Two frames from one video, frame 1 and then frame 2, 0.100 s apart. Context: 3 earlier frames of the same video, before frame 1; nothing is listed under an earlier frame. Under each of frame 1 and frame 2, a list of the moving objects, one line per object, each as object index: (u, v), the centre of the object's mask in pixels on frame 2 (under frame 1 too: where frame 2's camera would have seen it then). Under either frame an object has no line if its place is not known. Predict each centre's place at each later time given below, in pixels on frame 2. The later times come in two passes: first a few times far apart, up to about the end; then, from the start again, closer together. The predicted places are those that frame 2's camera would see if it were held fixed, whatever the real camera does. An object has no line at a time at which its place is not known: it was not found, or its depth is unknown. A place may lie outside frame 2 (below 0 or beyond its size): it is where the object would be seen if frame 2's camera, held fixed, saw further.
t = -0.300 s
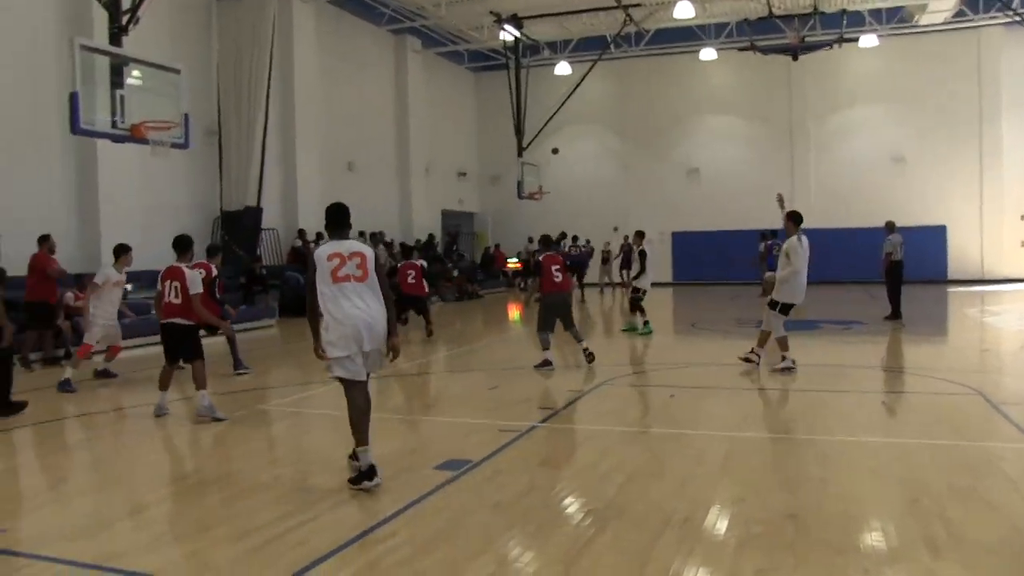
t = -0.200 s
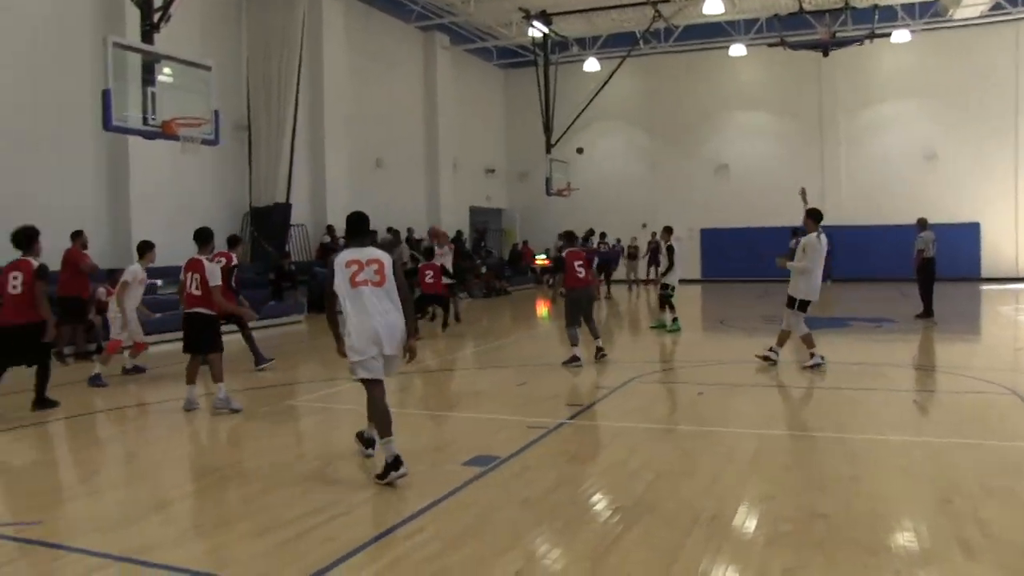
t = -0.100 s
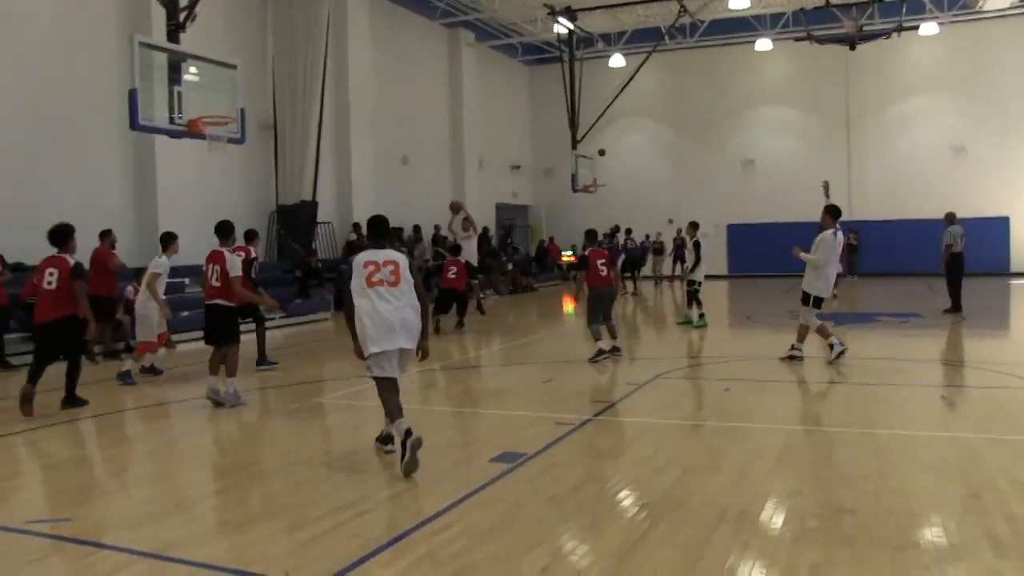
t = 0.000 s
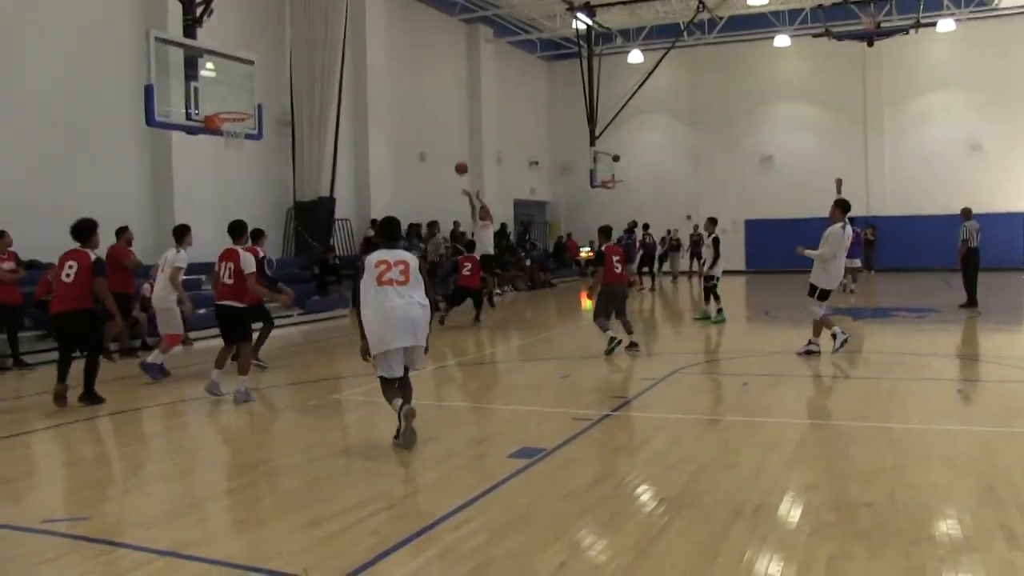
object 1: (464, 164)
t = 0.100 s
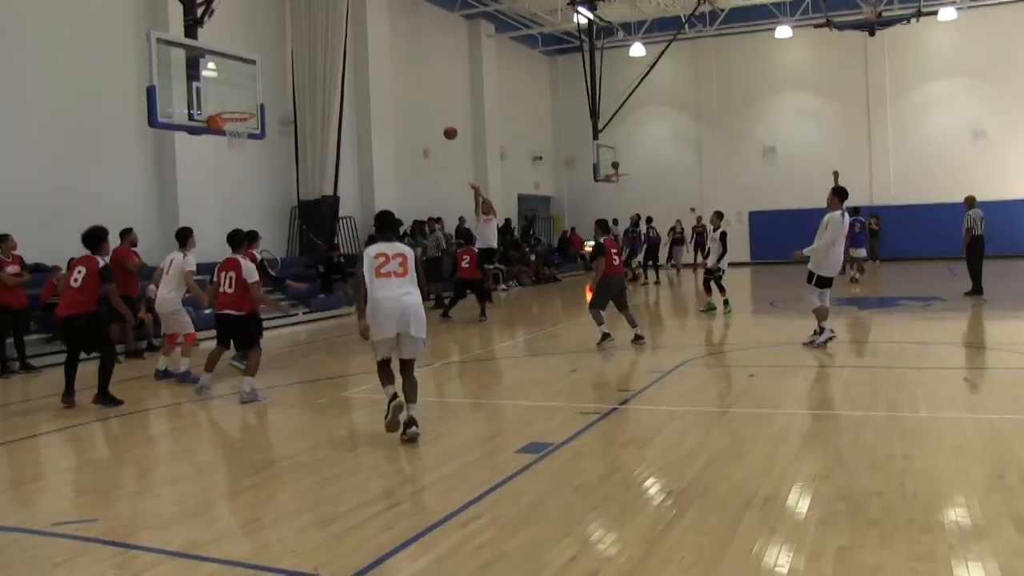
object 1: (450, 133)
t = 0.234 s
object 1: (430, 98)
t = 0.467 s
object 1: (391, 57)
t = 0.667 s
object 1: (357, 45)
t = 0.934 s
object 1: (306, 70)
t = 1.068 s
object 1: (278, 106)
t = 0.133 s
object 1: (445, 123)
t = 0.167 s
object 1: (440, 114)
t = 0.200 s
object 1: (435, 105)
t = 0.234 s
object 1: (430, 98)
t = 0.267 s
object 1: (424, 90)
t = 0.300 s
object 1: (419, 83)
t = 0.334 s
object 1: (414, 77)
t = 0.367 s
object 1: (408, 71)
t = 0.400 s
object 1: (402, 66)
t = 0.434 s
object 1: (397, 61)
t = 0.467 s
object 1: (391, 57)
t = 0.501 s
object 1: (386, 53)
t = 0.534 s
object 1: (380, 50)
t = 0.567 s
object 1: (375, 48)
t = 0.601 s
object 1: (369, 46)
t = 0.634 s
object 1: (363, 45)
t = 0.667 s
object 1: (357, 45)
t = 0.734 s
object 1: (345, 46)
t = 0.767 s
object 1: (338, 48)
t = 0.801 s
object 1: (332, 51)
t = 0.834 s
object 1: (327, 54)
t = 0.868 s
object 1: (320, 58)
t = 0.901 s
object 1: (313, 64)
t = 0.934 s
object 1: (306, 70)
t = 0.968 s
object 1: (299, 77)
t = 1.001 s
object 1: (292, 86)
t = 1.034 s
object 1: (285, 96)
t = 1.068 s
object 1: (278, 106)
